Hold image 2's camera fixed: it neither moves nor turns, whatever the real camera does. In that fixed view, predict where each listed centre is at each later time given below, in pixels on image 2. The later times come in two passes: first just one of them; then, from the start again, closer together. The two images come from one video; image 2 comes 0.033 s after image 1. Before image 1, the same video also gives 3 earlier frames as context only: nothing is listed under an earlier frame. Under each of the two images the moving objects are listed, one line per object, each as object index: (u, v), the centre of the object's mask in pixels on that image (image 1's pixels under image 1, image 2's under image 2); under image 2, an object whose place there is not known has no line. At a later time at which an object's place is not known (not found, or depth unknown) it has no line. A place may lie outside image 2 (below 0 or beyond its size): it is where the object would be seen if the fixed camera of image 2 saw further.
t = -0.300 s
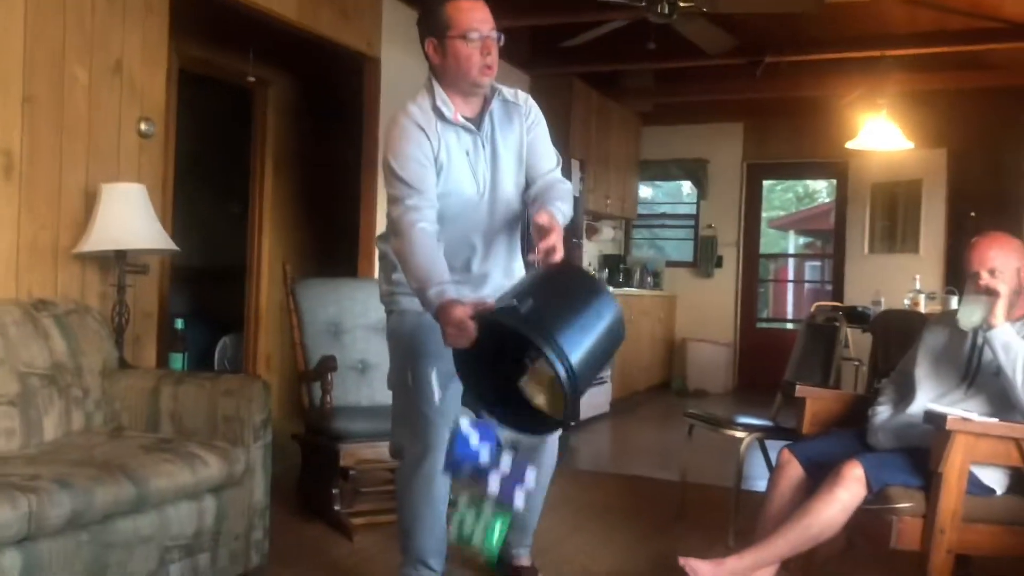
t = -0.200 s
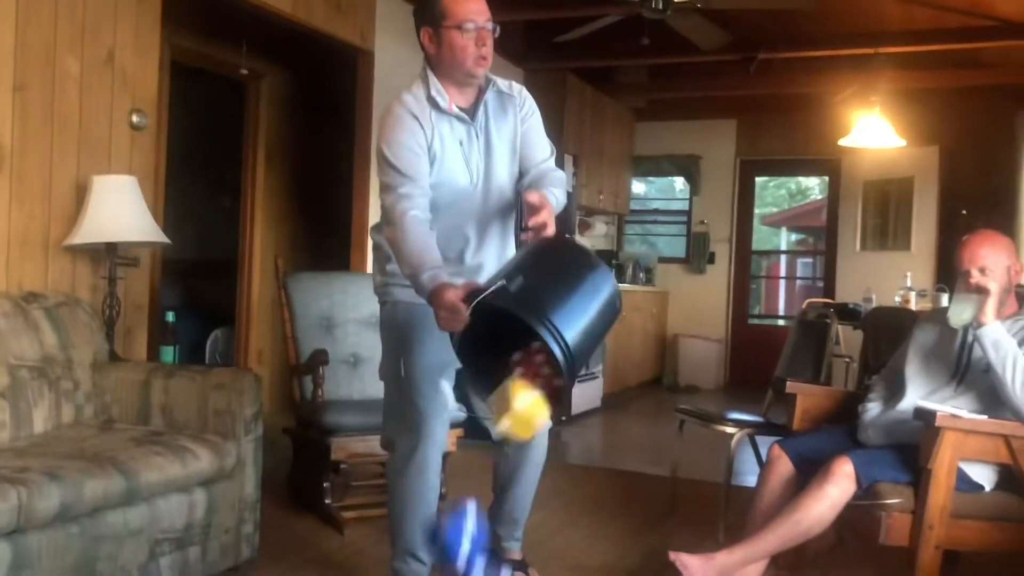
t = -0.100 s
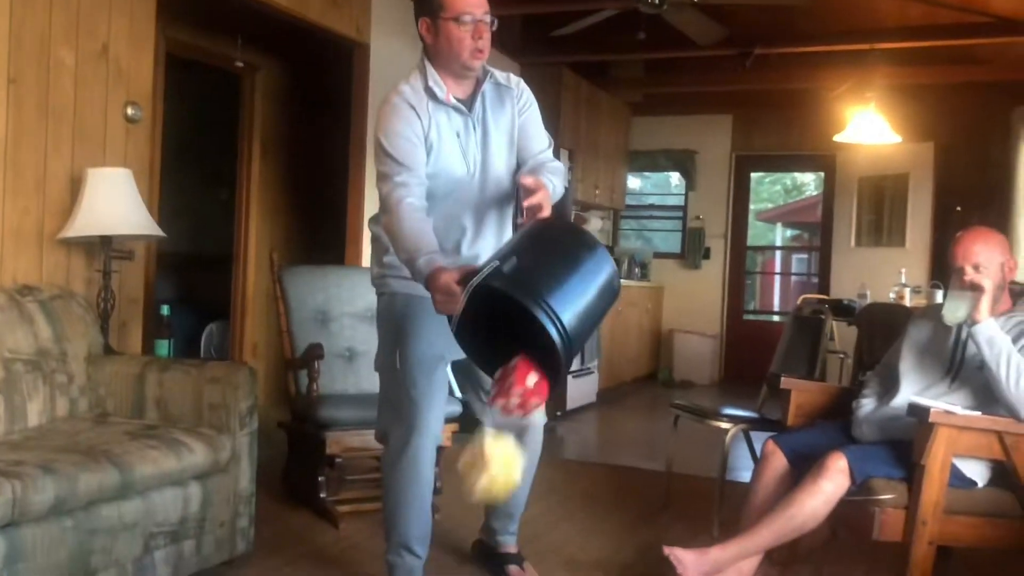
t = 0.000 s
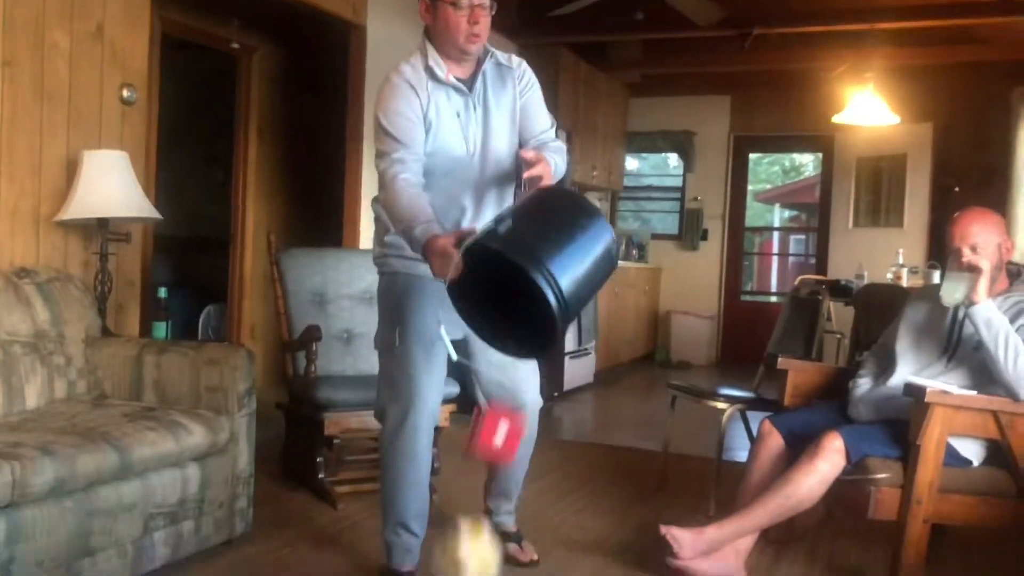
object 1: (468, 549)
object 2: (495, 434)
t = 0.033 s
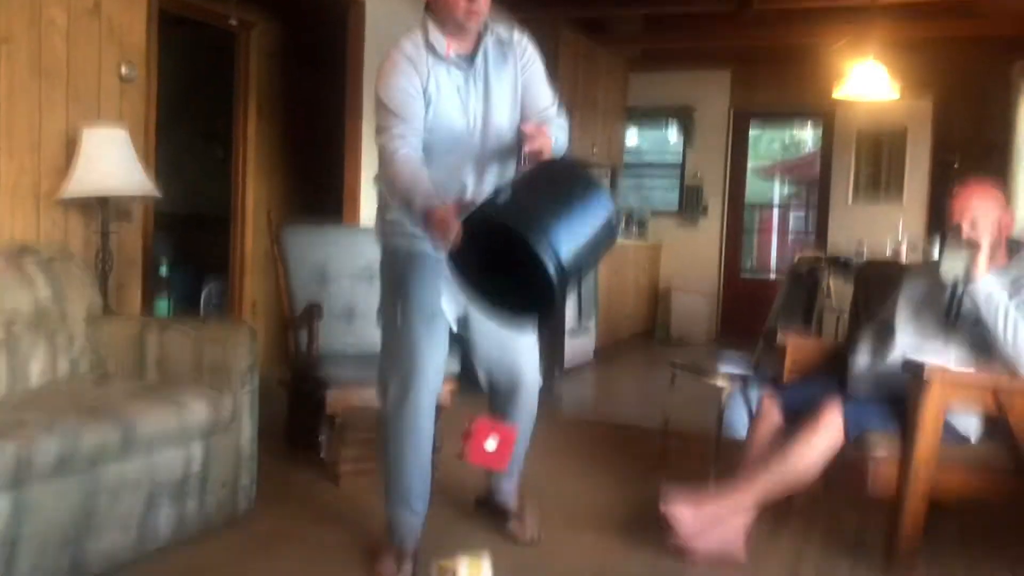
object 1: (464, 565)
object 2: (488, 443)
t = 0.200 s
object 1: (437, 700)
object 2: (451, 643)
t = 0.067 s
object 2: (480, 475)
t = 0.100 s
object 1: (453, 633)
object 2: (471, 520)
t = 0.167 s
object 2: (451, 616)
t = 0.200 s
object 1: (437, 700)
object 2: (451, 643)
